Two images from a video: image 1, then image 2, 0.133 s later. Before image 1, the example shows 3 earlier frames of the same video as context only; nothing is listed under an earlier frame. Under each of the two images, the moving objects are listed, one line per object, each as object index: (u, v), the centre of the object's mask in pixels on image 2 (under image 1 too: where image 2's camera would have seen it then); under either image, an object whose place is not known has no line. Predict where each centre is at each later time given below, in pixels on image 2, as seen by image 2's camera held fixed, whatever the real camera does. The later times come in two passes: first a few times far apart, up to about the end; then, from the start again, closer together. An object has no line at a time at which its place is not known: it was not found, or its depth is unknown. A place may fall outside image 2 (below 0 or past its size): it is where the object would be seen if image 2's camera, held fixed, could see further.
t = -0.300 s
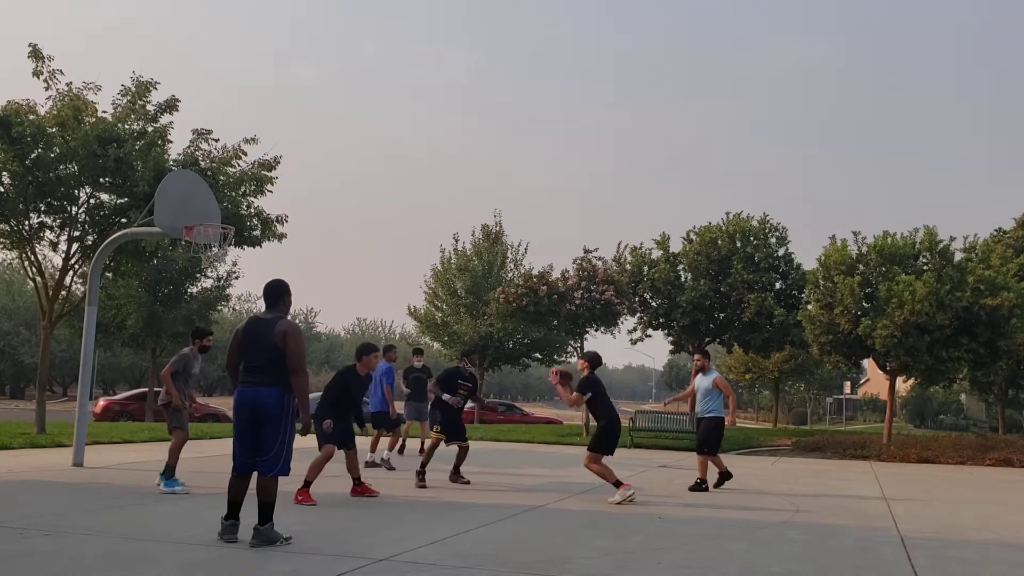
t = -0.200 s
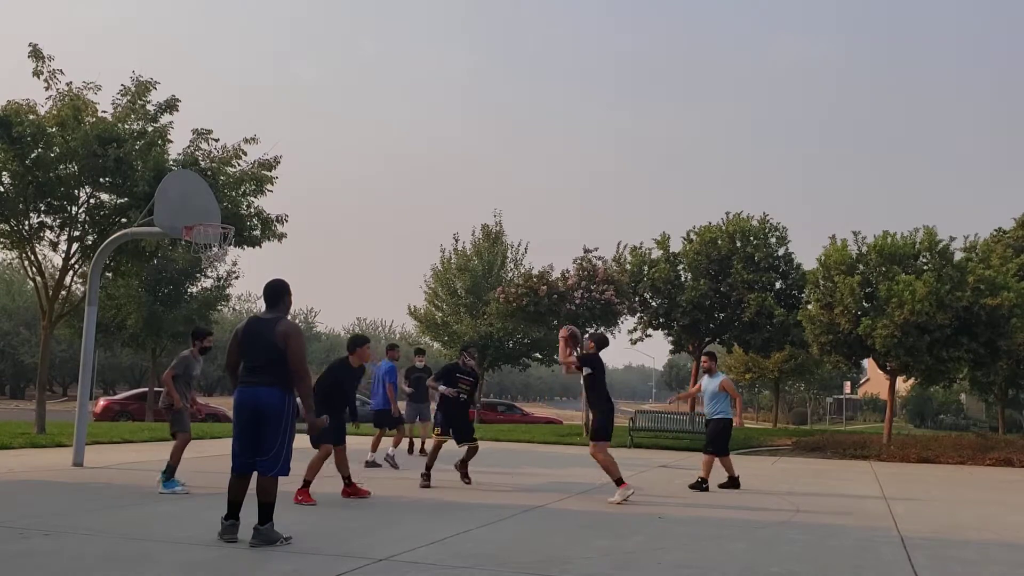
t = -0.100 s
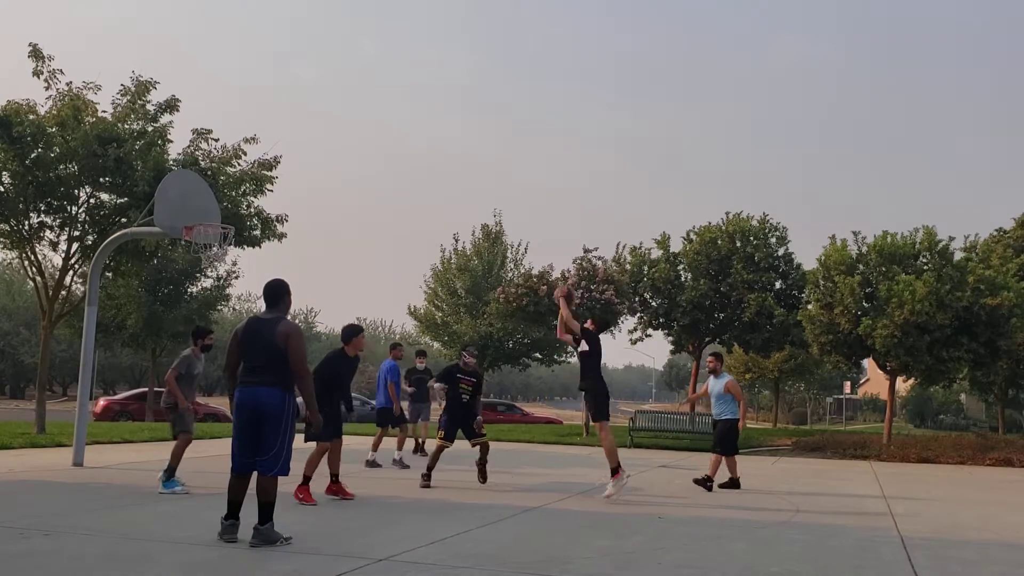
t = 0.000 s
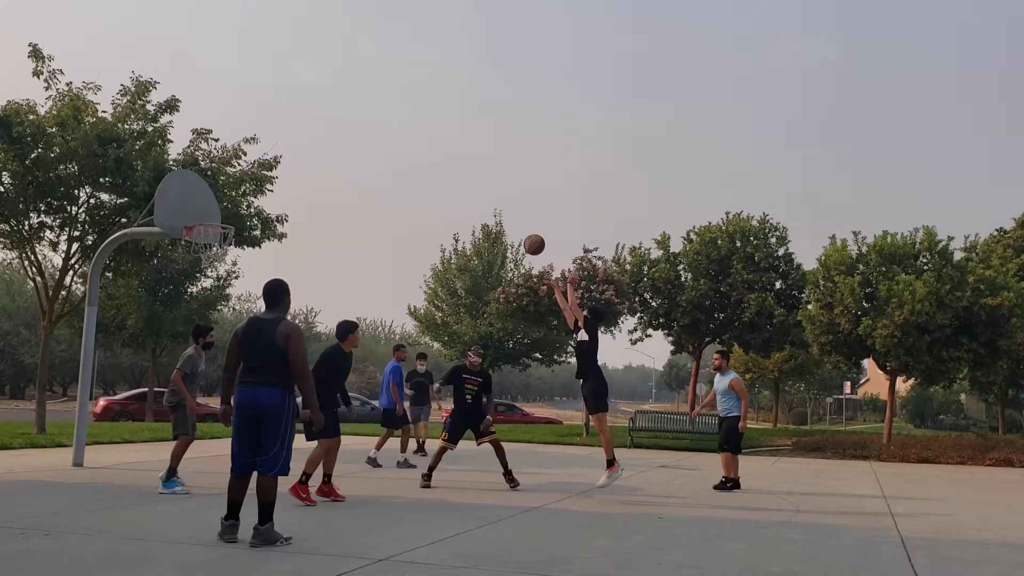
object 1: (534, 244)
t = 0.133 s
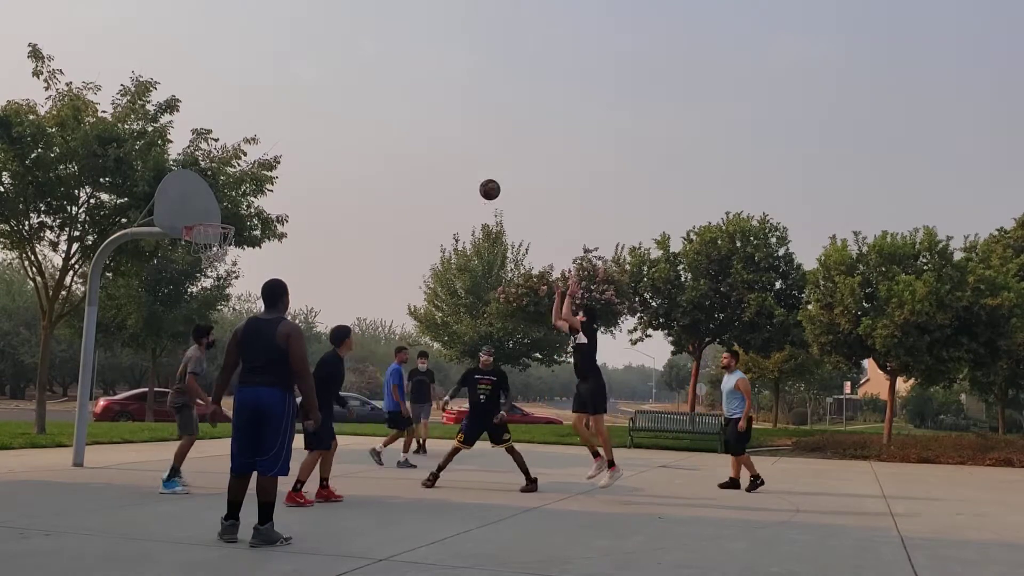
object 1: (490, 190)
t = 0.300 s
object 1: (436, 144)
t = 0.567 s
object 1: (353, 121)
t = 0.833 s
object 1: (273, 154)
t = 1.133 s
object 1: (225, 244)
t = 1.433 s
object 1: (245, 248)
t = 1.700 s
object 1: (250, 292)
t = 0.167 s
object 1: (479, 179)
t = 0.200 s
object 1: (468, 168)
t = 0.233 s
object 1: (457, 159)
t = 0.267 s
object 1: (447, 151)
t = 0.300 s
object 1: (436, 144)
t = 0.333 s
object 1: (425, 138)
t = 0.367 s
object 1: (415, 133)
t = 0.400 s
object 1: (405, 128)
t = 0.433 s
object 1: (394, 125)
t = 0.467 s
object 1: (384, 122)
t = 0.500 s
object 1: (374, 121)
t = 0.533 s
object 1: (363, 121)
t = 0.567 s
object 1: (353, 121)
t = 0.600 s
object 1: (343, 122)
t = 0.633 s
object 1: (333, 124)
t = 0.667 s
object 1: (323, 127)
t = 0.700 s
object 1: (313, 131)
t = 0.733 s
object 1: (303, 135)
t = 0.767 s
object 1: (293, 141)
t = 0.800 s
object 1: (283, 147)
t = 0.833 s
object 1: (273, 154)
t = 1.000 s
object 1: (222, 202)
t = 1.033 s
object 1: (212, 214)
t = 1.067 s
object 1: (202, 228)
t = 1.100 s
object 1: (210, 238)
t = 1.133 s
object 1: (225, 244)
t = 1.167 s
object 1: (228, 252)
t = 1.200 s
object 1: (232, 251)
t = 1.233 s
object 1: (235, 252)
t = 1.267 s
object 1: (238, 248)
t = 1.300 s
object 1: (240, 246)
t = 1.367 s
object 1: (244, 247)
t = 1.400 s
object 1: (244, 247)
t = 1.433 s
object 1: (245, 248)
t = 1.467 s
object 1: (245, 249)
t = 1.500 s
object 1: (246, 252)
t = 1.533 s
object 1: (247, 257)
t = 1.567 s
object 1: (248, 262)
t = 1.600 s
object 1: (249, 268)
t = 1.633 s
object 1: (250, 275)
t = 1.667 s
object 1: (250, 283)
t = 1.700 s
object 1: (250, 292)
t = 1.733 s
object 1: (251, 302)
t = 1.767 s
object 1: (251, 309)
